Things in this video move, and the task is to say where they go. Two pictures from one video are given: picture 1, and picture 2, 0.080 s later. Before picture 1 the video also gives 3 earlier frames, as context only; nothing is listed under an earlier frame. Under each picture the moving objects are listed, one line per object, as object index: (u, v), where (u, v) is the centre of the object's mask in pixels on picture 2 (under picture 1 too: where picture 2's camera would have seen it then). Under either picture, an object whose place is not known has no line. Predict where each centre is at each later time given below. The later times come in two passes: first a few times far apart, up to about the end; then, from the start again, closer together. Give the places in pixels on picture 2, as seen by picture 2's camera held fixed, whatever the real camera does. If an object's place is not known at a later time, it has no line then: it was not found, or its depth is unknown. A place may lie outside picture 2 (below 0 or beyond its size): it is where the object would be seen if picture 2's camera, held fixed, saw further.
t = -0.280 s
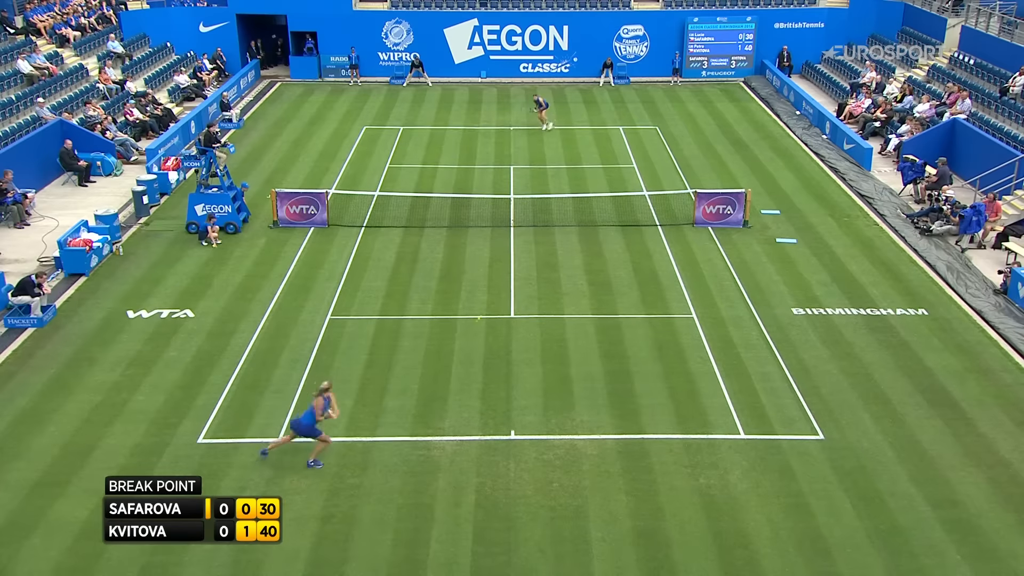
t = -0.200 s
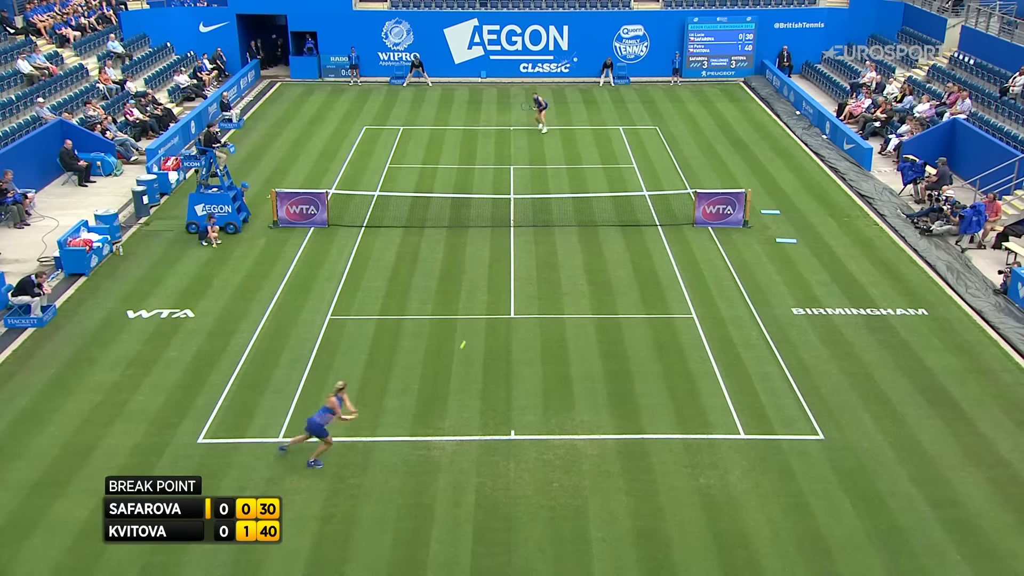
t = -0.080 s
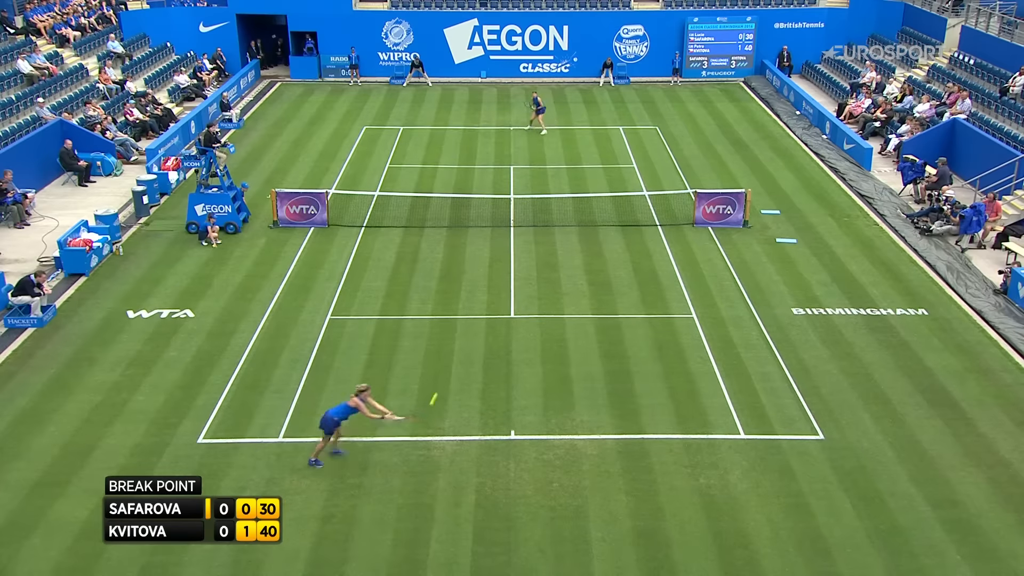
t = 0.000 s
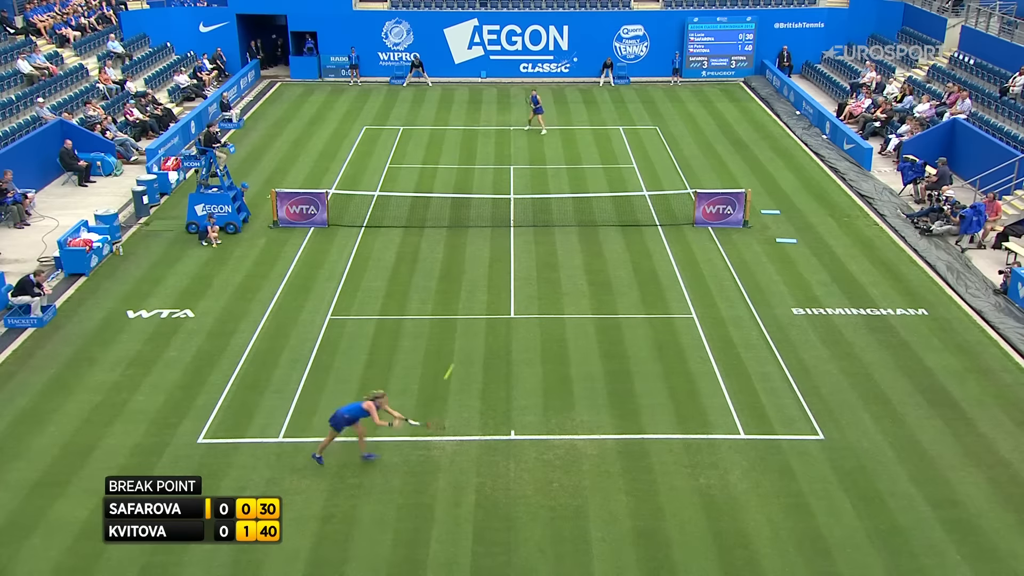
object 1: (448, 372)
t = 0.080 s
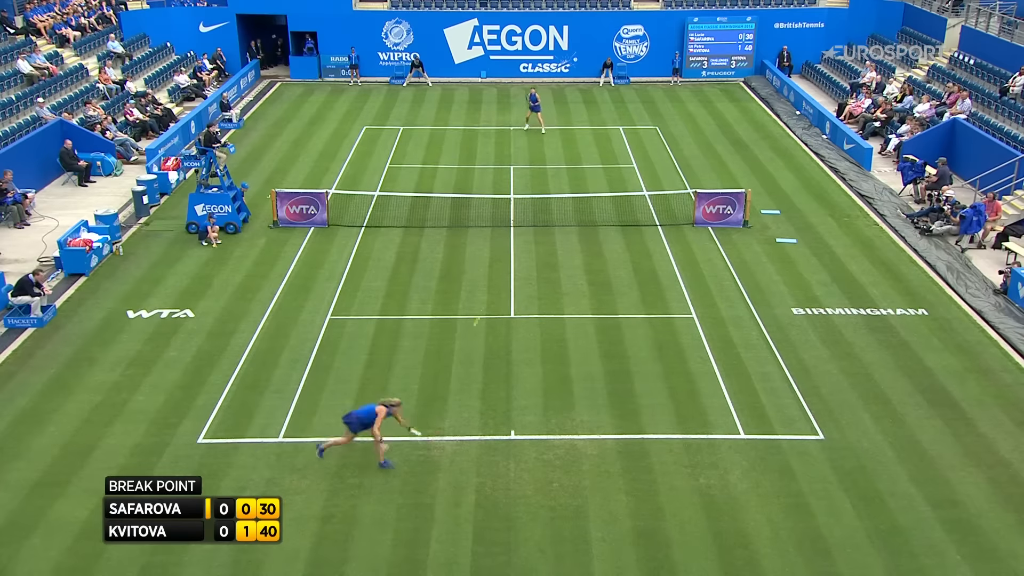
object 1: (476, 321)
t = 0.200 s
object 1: (509, 264)
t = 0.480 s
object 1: (564, 185)
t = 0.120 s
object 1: (489, 299)
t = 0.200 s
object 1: (509, 264)
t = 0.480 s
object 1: (564, 185)
